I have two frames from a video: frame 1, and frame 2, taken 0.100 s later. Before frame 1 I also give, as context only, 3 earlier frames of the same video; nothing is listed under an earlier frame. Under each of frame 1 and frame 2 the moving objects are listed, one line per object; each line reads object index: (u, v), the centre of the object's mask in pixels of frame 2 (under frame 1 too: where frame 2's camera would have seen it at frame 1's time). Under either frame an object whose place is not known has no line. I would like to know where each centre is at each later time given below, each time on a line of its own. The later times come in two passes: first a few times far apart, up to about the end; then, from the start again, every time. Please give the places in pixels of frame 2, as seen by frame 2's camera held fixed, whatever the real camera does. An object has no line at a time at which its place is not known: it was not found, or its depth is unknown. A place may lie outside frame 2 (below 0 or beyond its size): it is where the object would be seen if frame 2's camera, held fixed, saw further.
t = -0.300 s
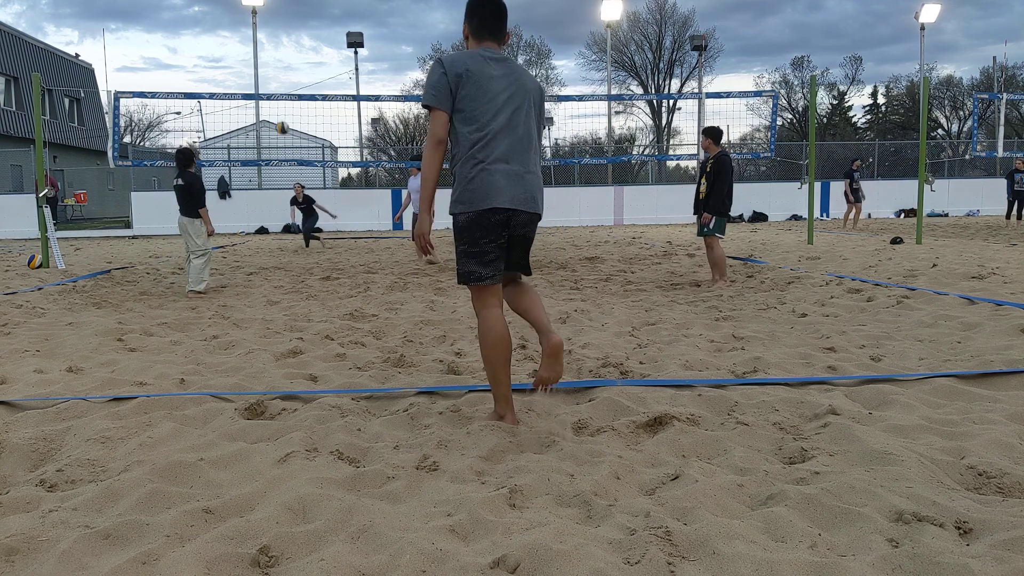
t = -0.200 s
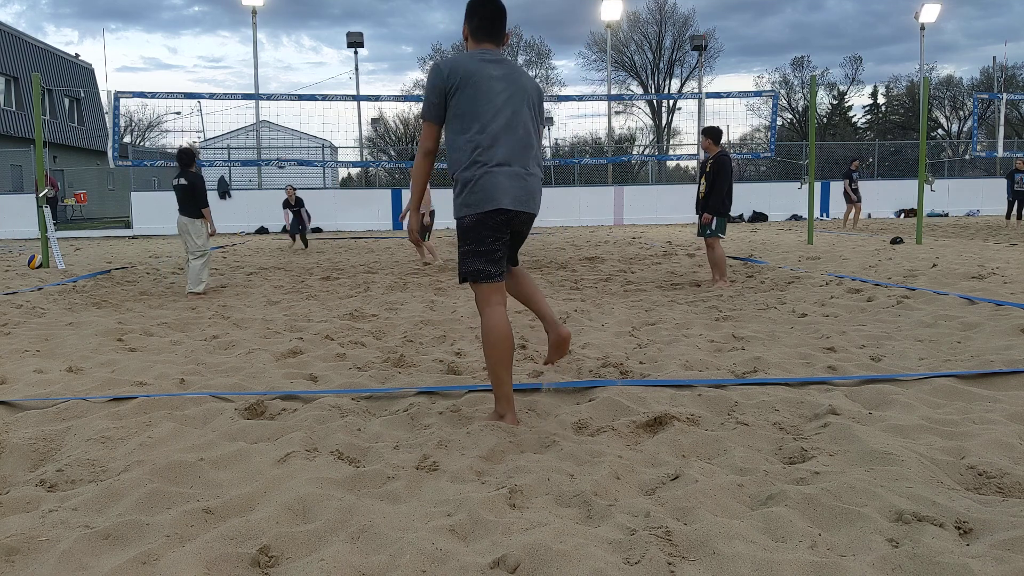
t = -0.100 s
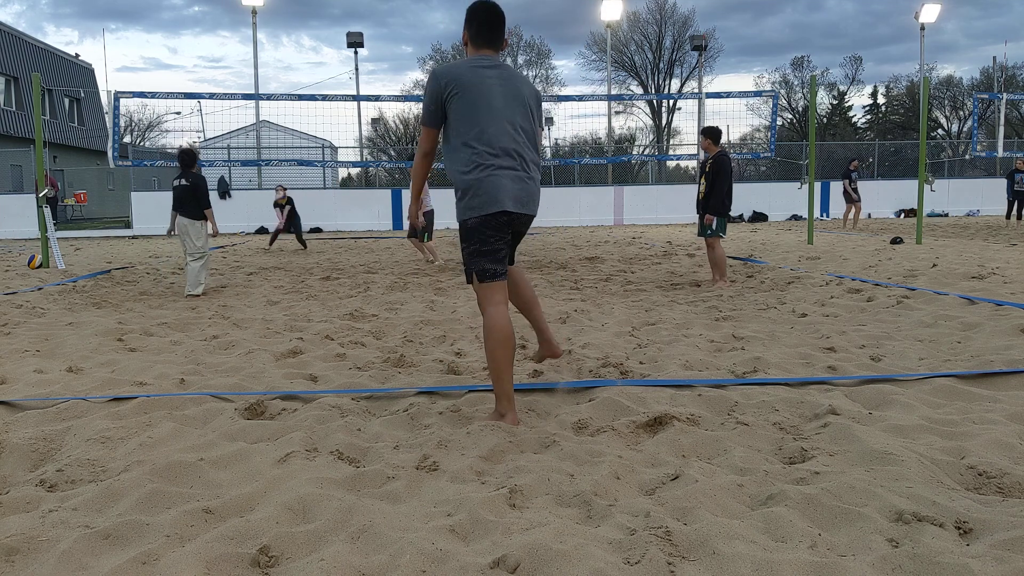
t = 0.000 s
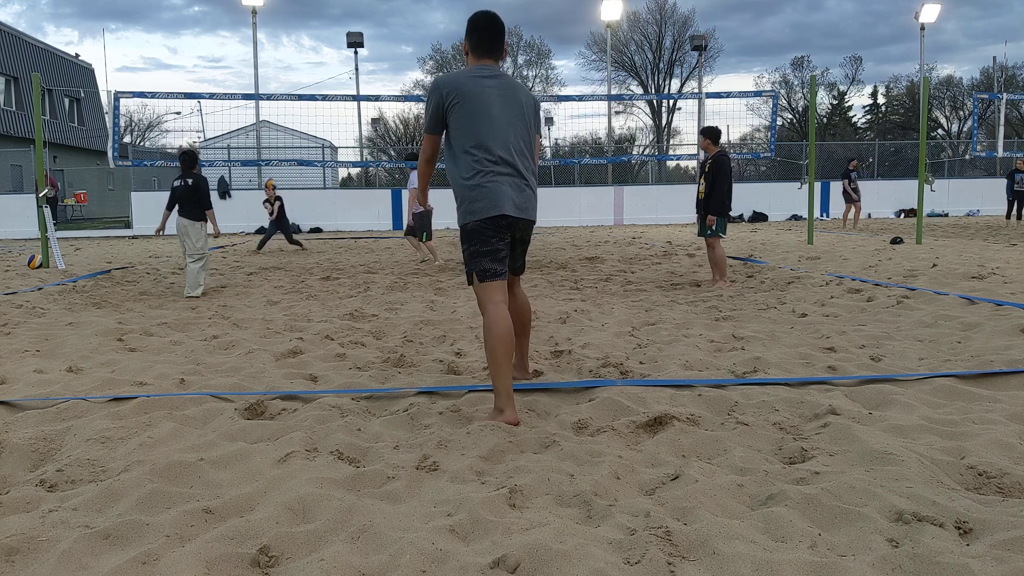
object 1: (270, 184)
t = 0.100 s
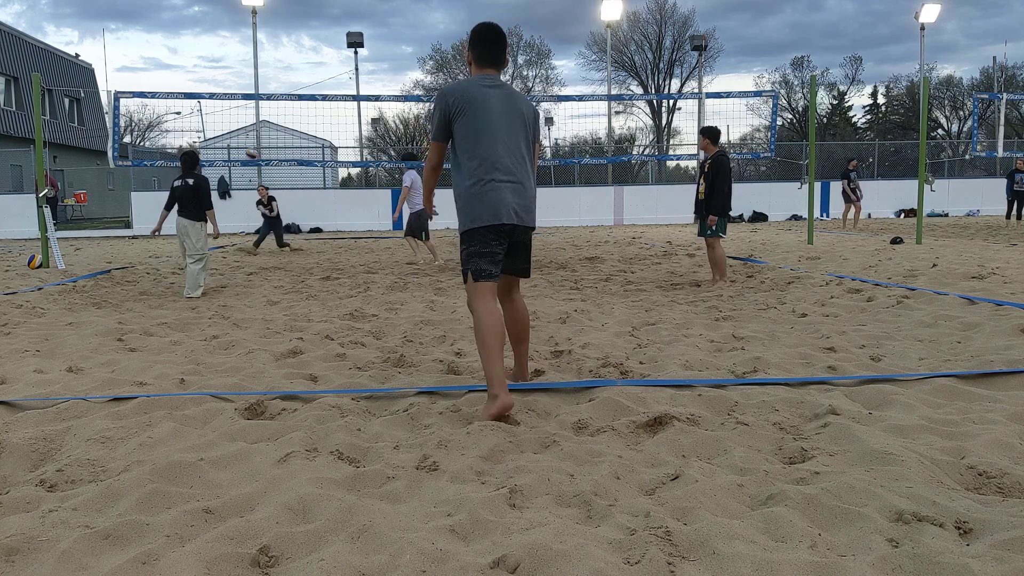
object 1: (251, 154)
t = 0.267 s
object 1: (221, 110)
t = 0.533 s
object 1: (167, 66)
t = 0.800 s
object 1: (106, 68)
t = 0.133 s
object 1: (246, 144)
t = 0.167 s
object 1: (240, 135)
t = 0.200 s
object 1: (234, 126)
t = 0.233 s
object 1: (227, 118)
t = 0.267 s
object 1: (221, 110)
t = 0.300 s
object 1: (215, 104)
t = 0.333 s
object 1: (208, 91)
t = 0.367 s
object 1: (202, 88)
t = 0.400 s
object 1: (195, 83)
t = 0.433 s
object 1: (188, 78)
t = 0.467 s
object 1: (181, 73)
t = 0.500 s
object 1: (174, 69)
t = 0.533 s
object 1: (167, 66)
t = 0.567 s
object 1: (160, 64)
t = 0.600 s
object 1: (153, 62)
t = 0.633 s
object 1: (145, 61)
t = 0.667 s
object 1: (137, 61)
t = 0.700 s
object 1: (130, 61)
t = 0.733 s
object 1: (122, 63)
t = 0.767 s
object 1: (114, 65)
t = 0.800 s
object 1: (106, 68)
